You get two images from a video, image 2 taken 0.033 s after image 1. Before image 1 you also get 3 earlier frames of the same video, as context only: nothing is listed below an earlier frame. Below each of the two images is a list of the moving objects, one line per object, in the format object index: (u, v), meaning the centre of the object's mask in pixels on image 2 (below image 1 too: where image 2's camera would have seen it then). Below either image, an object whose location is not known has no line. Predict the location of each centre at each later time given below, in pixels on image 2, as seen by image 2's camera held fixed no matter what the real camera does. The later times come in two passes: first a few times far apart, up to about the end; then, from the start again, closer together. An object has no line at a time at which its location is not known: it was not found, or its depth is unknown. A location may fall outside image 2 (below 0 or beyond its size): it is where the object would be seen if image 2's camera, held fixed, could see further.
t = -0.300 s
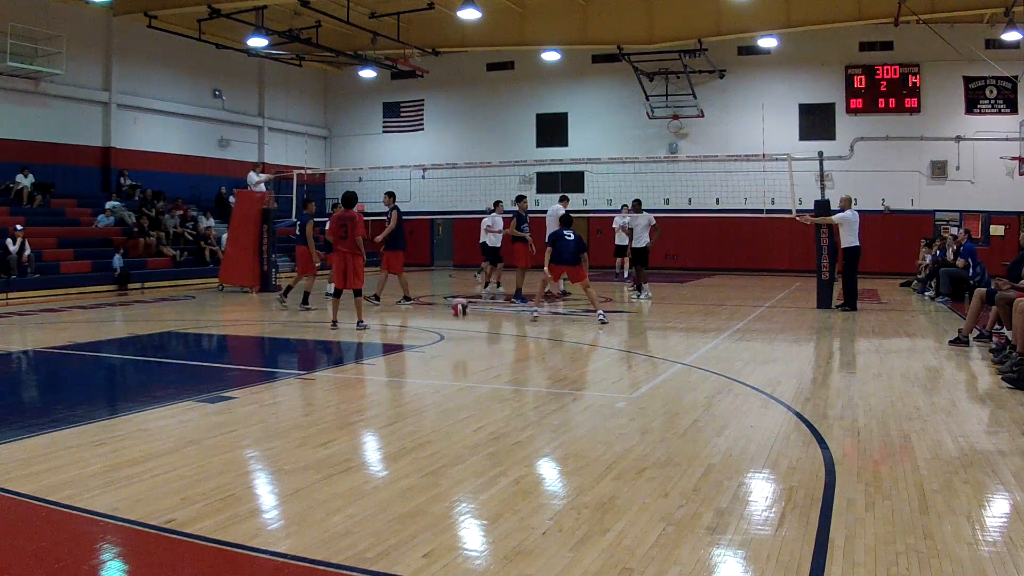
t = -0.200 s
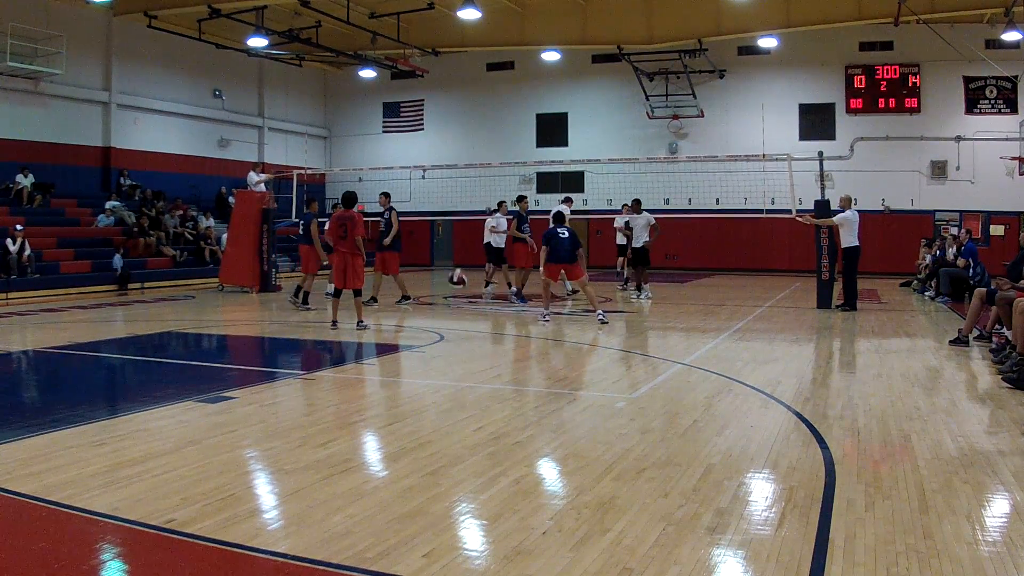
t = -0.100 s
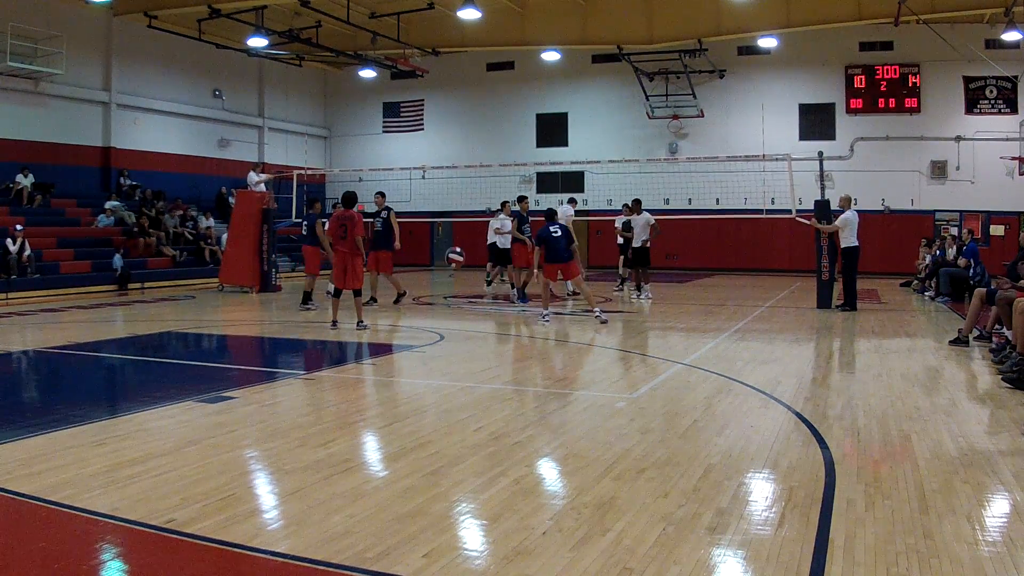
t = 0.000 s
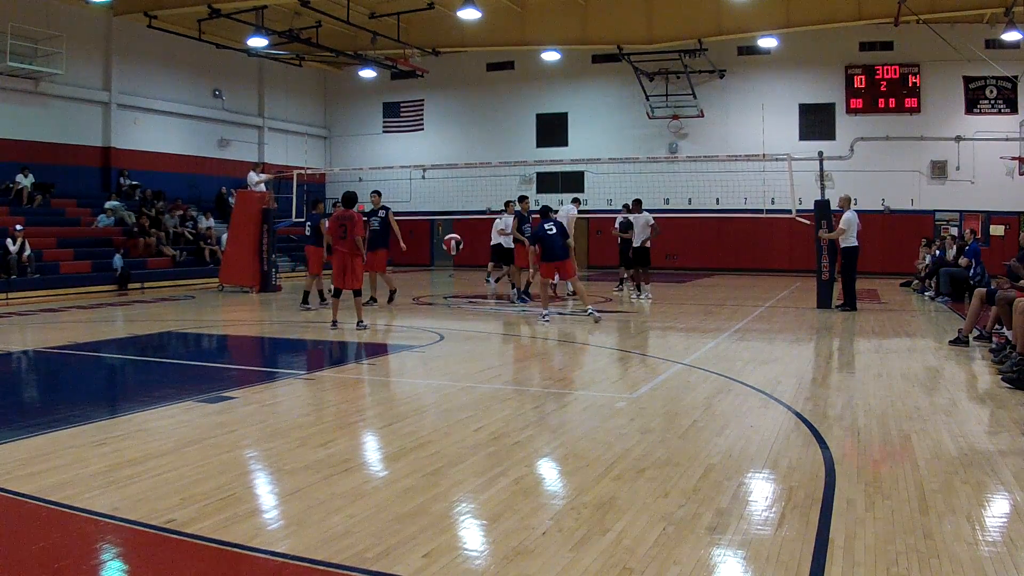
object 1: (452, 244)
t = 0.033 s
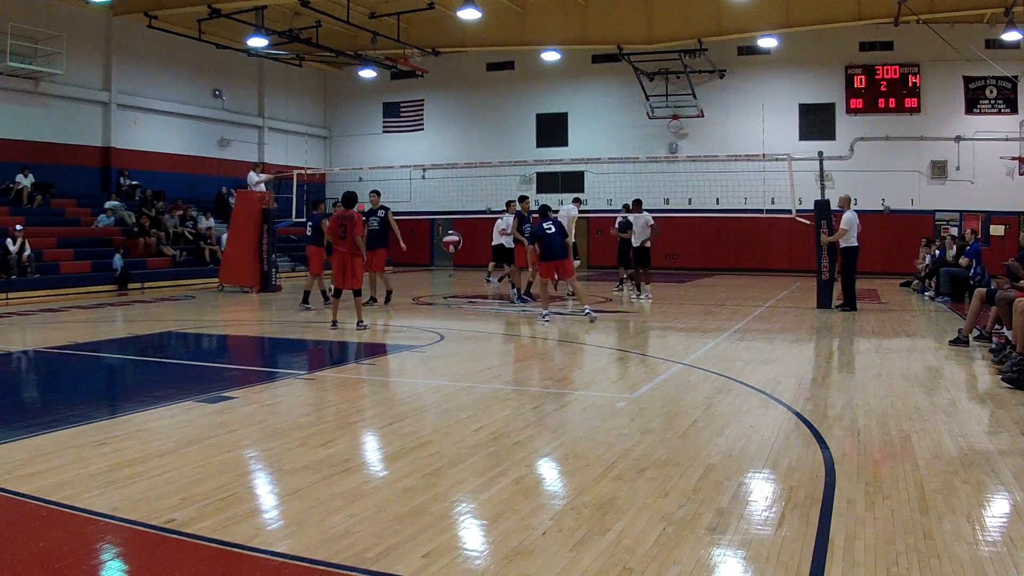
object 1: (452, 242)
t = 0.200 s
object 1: (447, 246)
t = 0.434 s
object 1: (439, 303)
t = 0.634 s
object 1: (434, 324)
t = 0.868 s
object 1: (428, 283)
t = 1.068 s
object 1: (422, 299)
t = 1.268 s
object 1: (416, 374)
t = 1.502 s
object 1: (410, 333)
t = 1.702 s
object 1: (406, 346)
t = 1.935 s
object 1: (400, 399)
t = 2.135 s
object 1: (397, 382)
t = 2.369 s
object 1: (393, 454)
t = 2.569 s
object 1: (389, 434)
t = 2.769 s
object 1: (383, 502)
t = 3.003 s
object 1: (375, 511)
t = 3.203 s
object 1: (366, 548)
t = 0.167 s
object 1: (448, 243)
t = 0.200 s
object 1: (447, 246)
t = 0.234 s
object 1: (446, 250)
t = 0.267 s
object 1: (445, 255)
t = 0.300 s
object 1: (444, 263)
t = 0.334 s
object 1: (443, 270)
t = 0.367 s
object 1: (442, 277)
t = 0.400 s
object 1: (439, 292)
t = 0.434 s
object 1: (439, 303)
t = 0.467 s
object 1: (438, 316)
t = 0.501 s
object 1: (437, 333)
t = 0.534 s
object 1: (436, 349)
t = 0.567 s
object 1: (435, 346)
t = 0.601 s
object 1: (435, 334)
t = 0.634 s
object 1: (434, 324)
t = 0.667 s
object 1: (433, 315)
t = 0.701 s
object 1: (432, 306)
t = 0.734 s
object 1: (430, 300)
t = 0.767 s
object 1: (430, 293)
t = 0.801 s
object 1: (429, 289)
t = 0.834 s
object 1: (429, 286)
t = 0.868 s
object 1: (428, 283)
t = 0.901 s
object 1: (426, 283)
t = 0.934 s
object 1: (426, 283)
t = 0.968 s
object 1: (425, 284)
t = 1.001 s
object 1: (423, 288)
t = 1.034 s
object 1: (423, 292)
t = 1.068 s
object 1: (422, 299)
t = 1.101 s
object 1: (421, 307)
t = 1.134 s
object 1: (420, 316)
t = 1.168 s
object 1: (419, 329)
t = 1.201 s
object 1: (418, 341)
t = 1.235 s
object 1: (417, 357)
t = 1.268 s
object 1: (416, 374)
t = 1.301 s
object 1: (414, 376)
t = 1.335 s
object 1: (414, 367)
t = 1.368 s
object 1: (413, 357)
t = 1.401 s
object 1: (412, 349)
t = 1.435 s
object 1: (412, 343)
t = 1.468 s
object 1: (412, 336)
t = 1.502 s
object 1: (410, 333)
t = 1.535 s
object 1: (410, 331)
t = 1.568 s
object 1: (409, 331)
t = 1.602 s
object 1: (408, 332)
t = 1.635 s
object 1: (407, 333)
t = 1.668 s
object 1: (406, 340)
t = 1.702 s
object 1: (406, 346)
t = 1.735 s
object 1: (405, 355)
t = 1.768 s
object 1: (404, 366)
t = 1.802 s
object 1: (403, 379)
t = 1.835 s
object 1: (402, 394)
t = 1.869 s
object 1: (402, 412)
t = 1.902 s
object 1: (401, 409)
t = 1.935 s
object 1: (400, 399)
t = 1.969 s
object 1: (399, 392)
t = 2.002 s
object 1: (399, 387)
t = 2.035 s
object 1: (398, 382)
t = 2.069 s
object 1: (398, 380)
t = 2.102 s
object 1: (398, 381)
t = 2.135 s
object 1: (397, 382)
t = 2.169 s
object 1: (396, 387)
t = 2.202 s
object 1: (396, 393)
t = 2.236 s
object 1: (397, 402)
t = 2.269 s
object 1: (395, 413)
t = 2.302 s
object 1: (395, 427)
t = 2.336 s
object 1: (394, 446)
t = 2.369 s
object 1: (393, 454)
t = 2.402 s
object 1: (393, 445)
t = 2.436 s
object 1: (392, 439)
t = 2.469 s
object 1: (391, 434)
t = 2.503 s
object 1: (390, 432)
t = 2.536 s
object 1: (389, 431)
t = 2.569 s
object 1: (389, 434)
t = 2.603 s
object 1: (387, 439)
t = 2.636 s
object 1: (386, 446)
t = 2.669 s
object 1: (386, 458)
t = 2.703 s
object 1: (385, 473)
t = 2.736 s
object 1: (384, 491)
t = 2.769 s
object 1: (383, 502)
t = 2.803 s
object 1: (381, 496)
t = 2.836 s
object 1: (381, 491)
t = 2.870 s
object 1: (379, 489)
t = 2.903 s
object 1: (378, 489)
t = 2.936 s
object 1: (377, 494)
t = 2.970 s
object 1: (376, 500)
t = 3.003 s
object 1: (375, 511)
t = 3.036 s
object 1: (374, 526)
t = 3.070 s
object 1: (372, 544)
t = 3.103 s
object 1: (371, 552)
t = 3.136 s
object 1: (370, 549)
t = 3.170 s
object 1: (368, 548)
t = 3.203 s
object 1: (366, 548)
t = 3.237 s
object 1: (365, 550)
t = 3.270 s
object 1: (363, 553)
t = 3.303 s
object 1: (361, 559)
